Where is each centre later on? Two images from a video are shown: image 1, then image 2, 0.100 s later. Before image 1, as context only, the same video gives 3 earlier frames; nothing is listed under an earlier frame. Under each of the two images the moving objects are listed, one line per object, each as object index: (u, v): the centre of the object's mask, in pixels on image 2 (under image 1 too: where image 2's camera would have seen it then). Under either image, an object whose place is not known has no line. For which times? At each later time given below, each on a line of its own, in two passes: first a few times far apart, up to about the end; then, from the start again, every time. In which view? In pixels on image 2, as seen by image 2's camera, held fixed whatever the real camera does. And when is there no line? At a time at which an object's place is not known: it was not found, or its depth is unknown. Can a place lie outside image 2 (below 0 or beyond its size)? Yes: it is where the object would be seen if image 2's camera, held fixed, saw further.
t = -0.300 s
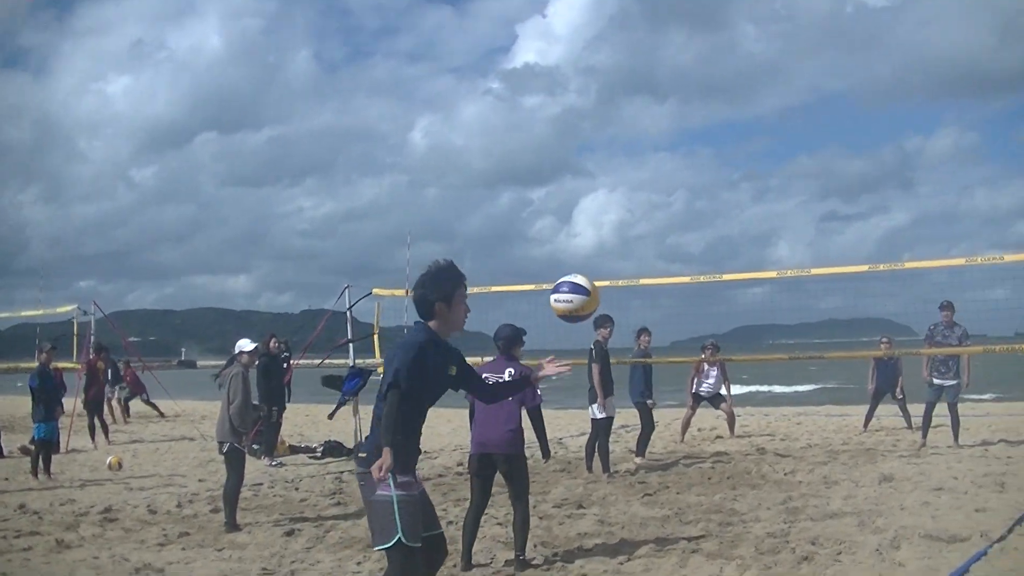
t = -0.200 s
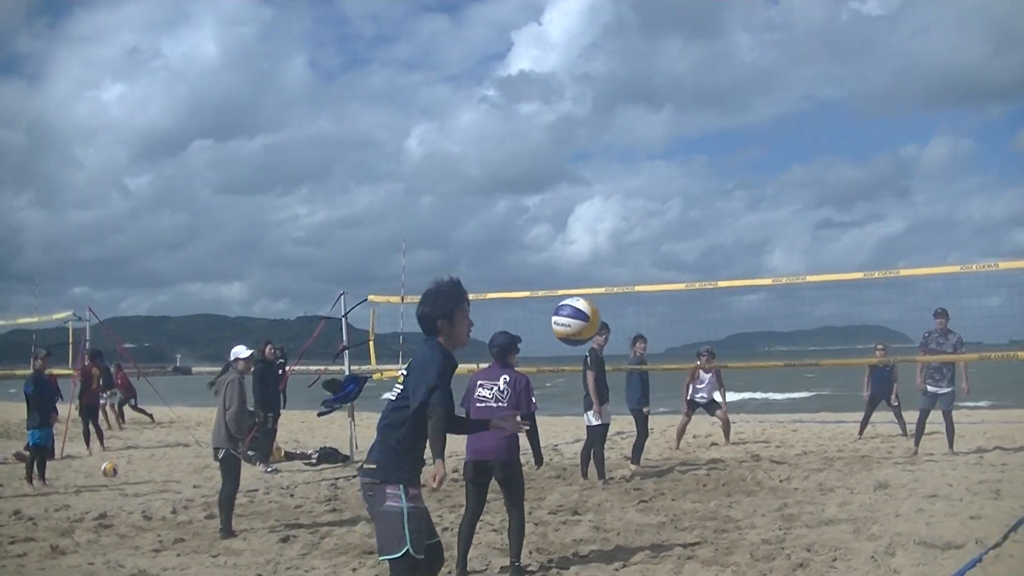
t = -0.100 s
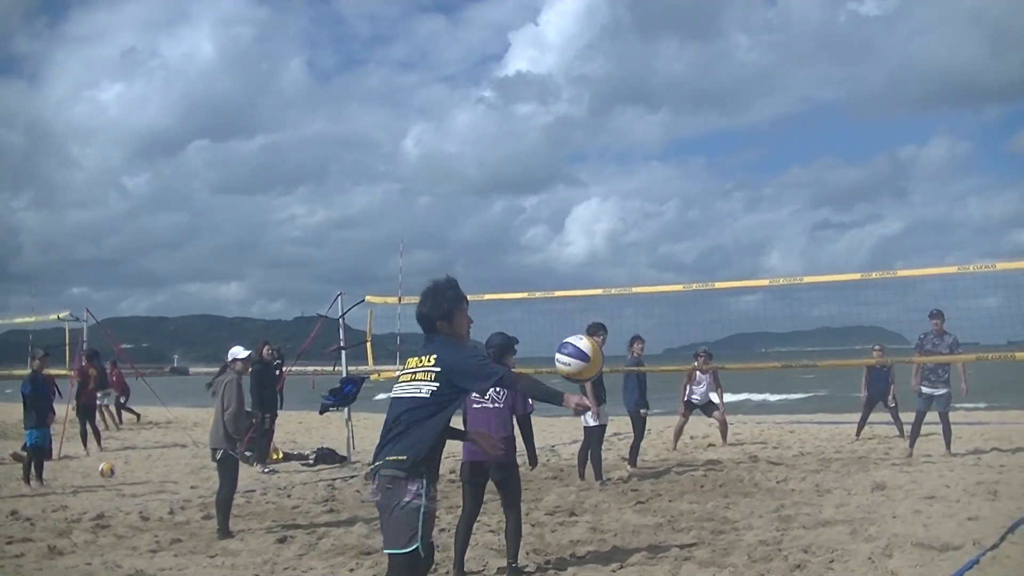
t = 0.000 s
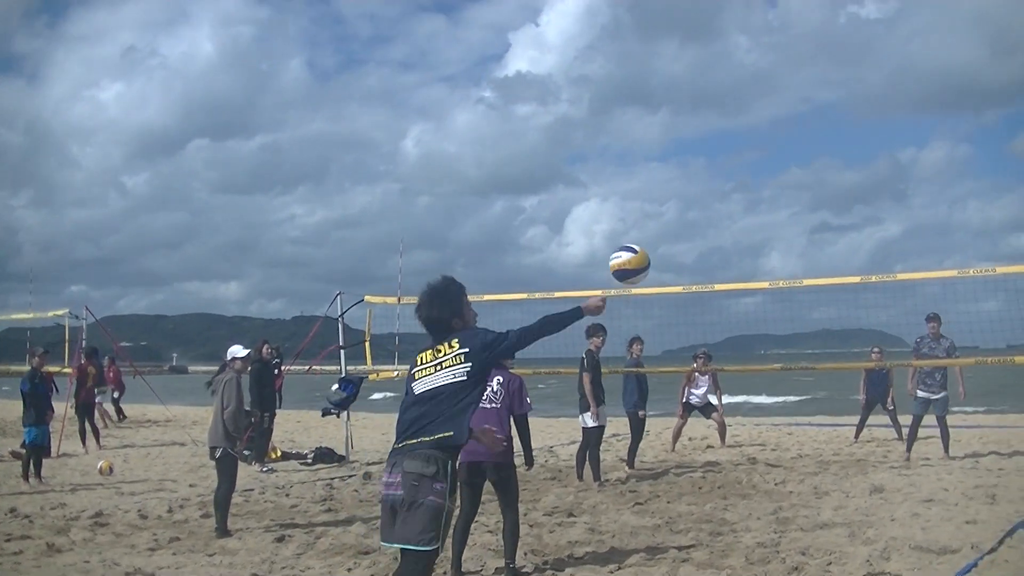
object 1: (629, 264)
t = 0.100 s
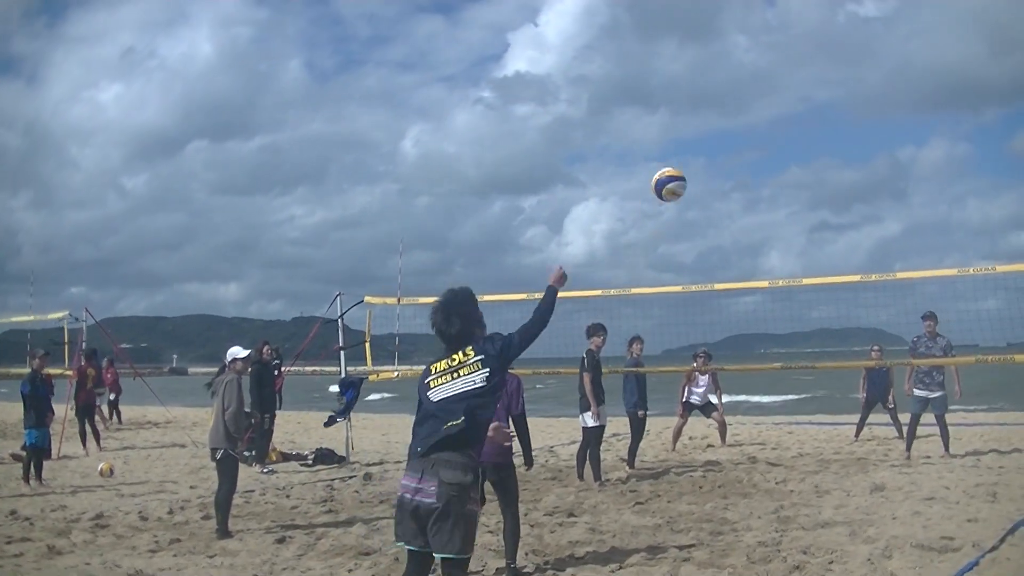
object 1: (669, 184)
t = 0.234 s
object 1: (701, 126)
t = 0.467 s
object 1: (729, 110)
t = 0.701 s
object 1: (749, 154)
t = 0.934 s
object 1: (763, 230)
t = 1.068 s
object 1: (770, 287)
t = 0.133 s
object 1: (679, 166)
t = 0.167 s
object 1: (687, 150)
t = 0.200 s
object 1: (695, 137)
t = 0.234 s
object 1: (701, 126)
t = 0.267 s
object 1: (706, 118)
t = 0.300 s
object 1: (711, 112)
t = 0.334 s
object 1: (715, 108)
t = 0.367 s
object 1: (719, 106)
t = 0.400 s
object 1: (723, 106)
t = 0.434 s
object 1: (726, 107)
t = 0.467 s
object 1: (729, 110)
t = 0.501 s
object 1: (732, 113)
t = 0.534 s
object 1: (735, 118)
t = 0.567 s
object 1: (739, 123)
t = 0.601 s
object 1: (741, 129)
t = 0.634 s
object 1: (744, 137)
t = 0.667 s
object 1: (746, 144)
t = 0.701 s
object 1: (749, 154)
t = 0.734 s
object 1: (752, 163)
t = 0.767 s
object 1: (754, 173)
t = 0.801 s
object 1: (756, 183)
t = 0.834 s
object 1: (757, 194)
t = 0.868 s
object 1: (759, 205)
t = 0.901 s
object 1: (761, 218)
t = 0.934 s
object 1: (763, 230)
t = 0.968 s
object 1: (765, 243)
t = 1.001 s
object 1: (767, 257)
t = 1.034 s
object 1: (769, 271)
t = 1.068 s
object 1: (770, 287)
